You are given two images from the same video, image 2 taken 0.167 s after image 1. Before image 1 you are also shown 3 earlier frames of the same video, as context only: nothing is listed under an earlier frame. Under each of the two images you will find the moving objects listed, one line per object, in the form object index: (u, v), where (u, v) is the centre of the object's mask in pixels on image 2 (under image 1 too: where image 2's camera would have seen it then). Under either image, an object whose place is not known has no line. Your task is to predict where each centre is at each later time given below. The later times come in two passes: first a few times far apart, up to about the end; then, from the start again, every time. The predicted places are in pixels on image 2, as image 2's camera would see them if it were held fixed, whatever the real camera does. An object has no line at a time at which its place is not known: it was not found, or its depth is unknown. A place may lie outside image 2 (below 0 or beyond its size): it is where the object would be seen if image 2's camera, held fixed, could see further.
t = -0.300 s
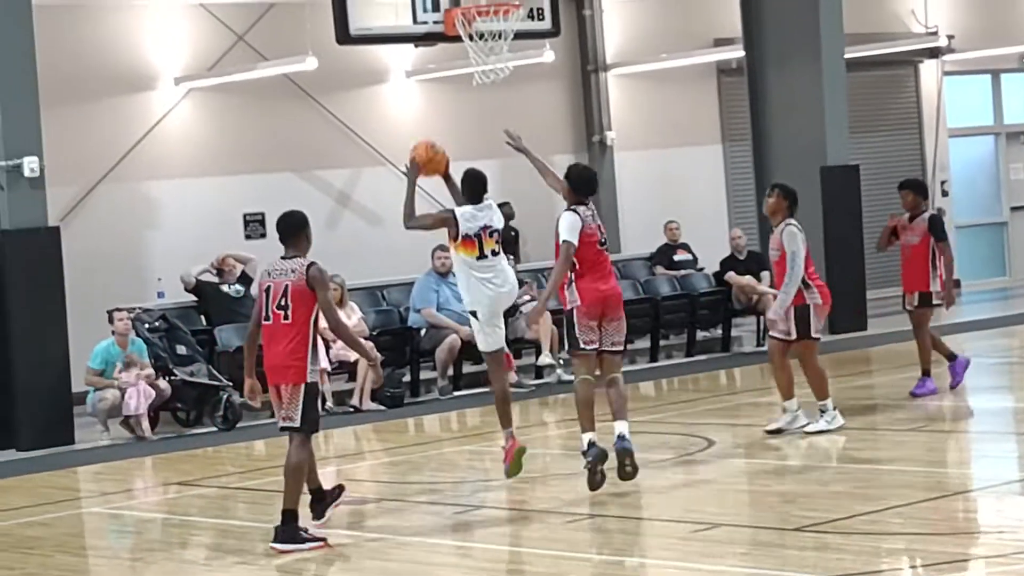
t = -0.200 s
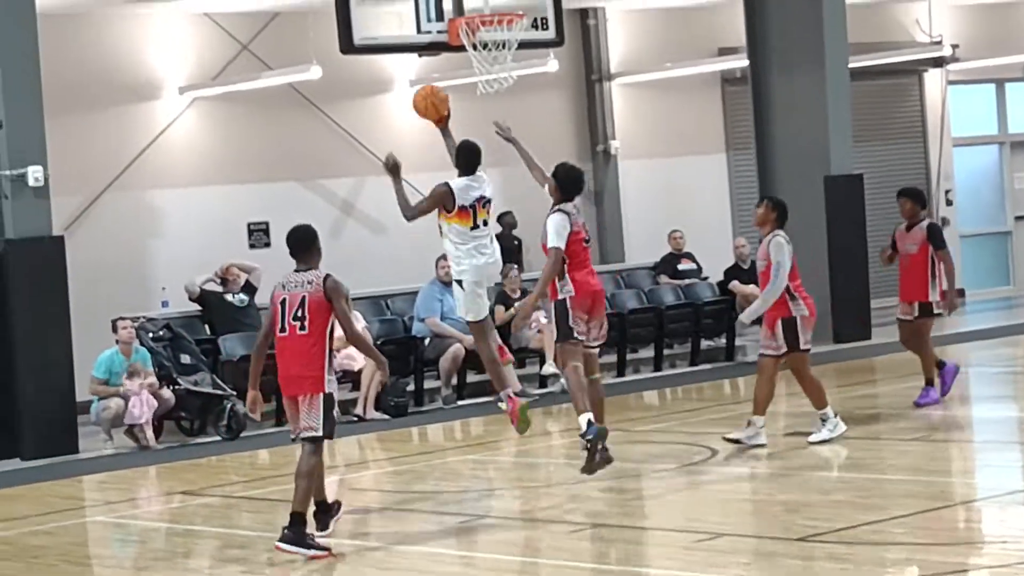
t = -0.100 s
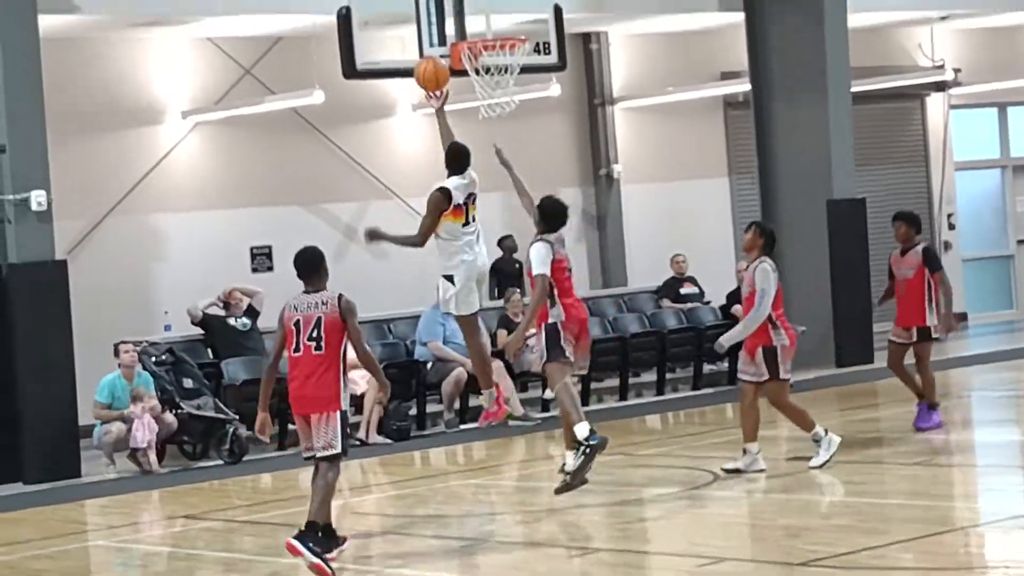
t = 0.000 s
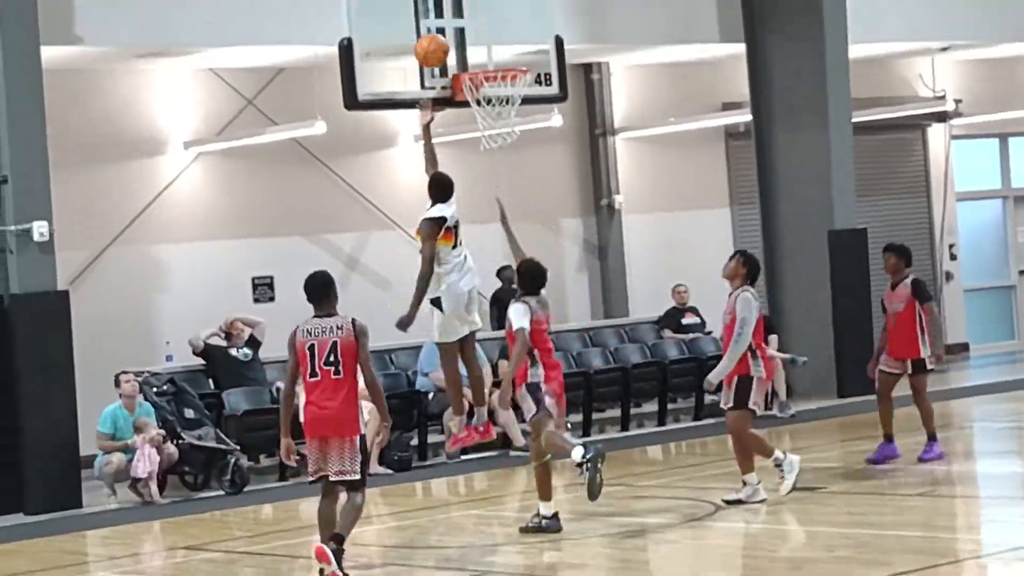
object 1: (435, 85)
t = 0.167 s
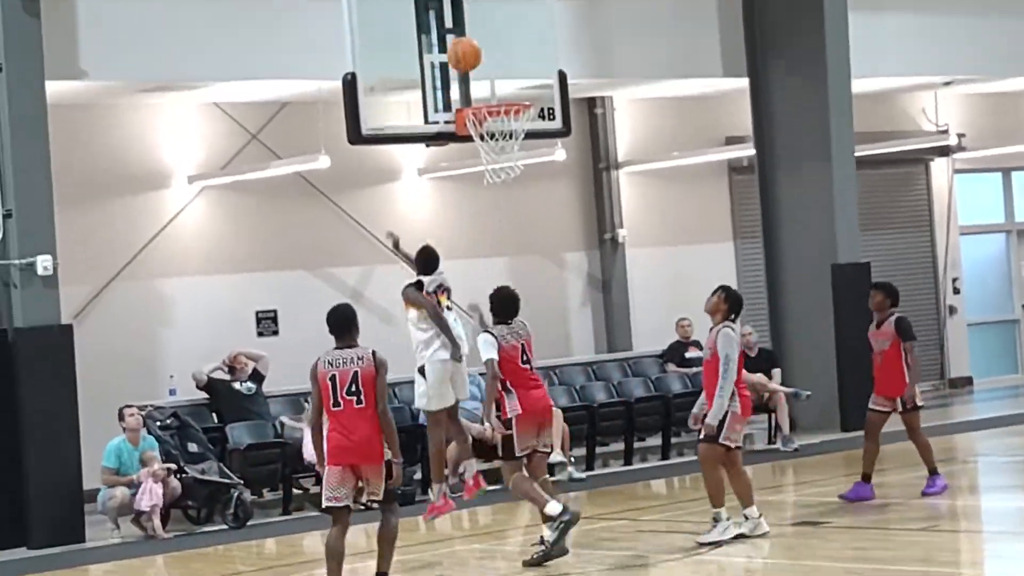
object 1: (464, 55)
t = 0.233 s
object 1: (479, 53)
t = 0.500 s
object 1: (540, 86)
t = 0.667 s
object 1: (573, 109)
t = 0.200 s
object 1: (472, 53)
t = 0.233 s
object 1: (479, 53)
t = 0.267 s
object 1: (487, 55)
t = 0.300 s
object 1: (494, 59)
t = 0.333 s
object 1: (502, 63)
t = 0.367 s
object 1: (511, 70)
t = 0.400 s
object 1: (519, 78)
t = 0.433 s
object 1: (527, 88)
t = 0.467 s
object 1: (533, 88)
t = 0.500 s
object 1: (540, 86)
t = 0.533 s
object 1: (547, 88)
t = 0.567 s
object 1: (553, 90)
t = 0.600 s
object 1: (559, 95)
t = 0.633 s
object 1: (566, 101)
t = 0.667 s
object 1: (573, 109)
